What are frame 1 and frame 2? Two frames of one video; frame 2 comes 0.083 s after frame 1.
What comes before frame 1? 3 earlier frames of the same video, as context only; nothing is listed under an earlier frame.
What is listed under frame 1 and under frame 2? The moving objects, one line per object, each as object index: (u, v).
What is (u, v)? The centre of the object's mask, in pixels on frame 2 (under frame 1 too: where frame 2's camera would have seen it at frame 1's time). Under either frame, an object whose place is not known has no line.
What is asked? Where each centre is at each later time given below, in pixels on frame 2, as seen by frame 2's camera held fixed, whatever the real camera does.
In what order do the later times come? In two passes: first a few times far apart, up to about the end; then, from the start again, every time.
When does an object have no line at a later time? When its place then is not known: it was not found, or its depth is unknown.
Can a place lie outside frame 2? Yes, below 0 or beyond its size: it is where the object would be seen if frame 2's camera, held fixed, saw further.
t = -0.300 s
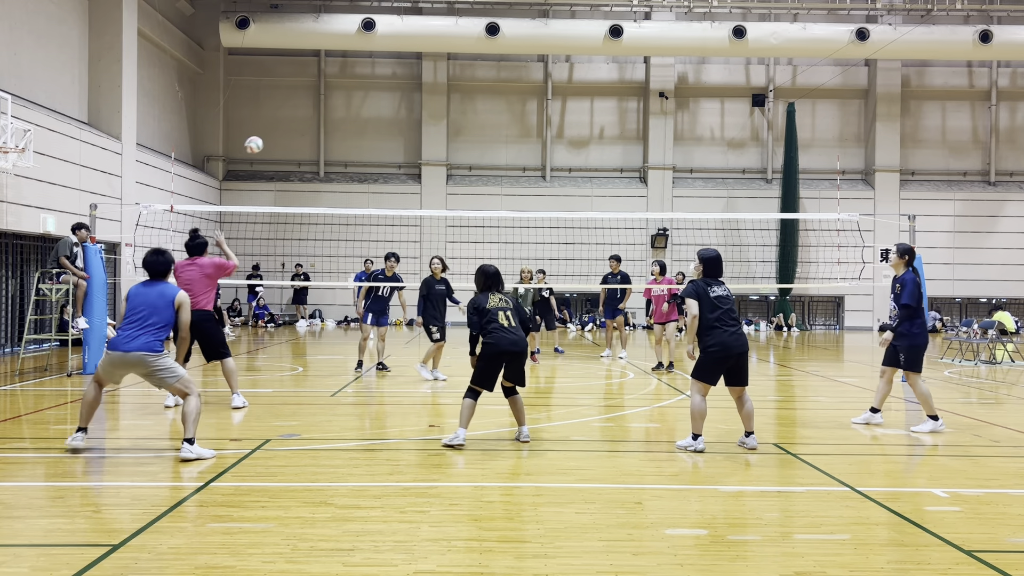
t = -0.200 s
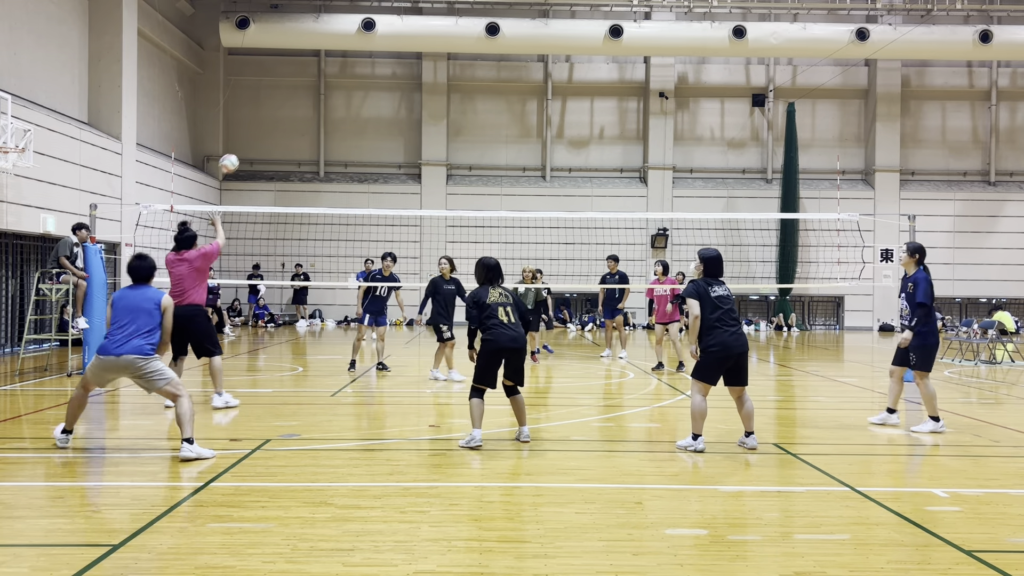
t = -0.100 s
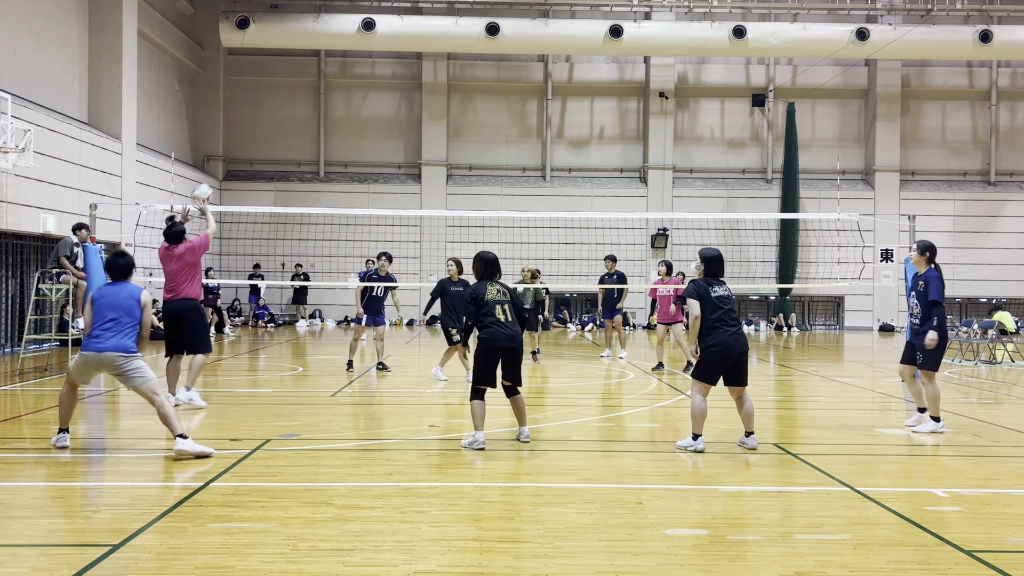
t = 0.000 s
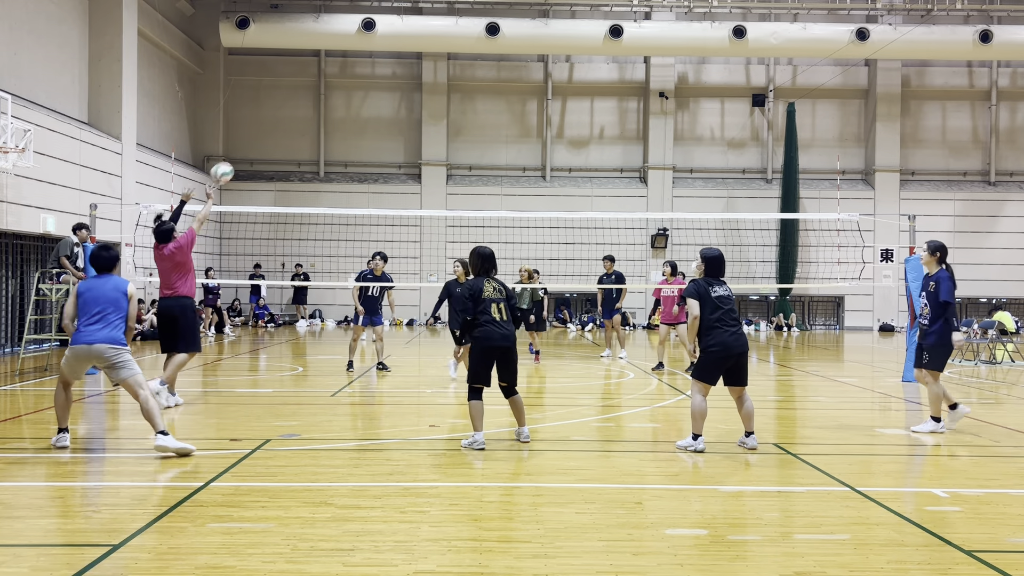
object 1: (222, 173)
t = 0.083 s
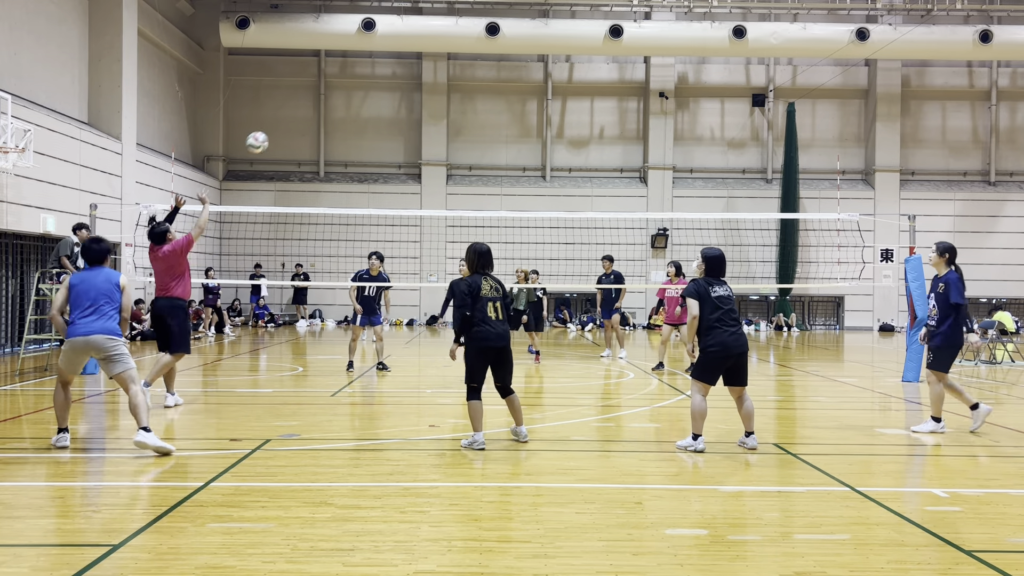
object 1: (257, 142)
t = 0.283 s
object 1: (335, 100)
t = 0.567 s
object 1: (434, 104)
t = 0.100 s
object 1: (264, 137)
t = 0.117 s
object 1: (270, 132)
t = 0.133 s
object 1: (277, 127)
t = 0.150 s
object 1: (284, 123)
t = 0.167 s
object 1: (290, 119)
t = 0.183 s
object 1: (297, 116)
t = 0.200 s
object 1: (303, 112)
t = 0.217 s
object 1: (310, 109)
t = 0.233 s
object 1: (317, 107)
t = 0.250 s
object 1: (323, 104)
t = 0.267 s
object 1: (329, 102)
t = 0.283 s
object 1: (335, 100)
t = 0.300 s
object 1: (341, 98)
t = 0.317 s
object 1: (347, 96)
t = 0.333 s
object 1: (354, 95)
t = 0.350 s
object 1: (360, 94)
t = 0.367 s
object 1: (365, 94)
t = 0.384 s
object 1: (372, 93)
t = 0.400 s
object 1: (378, 93)
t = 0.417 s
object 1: (383, 93)
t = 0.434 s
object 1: (389, 93)
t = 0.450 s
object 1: (395, 94)
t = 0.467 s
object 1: (401, 95)
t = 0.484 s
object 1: (407, 96)
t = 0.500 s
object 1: (412, 97)
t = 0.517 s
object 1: (417, 99)
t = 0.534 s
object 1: (423, 100)
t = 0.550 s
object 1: (428, 102)
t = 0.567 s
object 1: (434, 104)
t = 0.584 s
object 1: (440, 107)
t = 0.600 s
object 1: (445, 110)
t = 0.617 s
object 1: (450, 113)
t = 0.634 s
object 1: (455, 116)
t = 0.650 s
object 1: (460, 119)
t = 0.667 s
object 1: (465, 122)
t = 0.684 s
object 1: (471, 126)
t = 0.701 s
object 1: (476, 130)
